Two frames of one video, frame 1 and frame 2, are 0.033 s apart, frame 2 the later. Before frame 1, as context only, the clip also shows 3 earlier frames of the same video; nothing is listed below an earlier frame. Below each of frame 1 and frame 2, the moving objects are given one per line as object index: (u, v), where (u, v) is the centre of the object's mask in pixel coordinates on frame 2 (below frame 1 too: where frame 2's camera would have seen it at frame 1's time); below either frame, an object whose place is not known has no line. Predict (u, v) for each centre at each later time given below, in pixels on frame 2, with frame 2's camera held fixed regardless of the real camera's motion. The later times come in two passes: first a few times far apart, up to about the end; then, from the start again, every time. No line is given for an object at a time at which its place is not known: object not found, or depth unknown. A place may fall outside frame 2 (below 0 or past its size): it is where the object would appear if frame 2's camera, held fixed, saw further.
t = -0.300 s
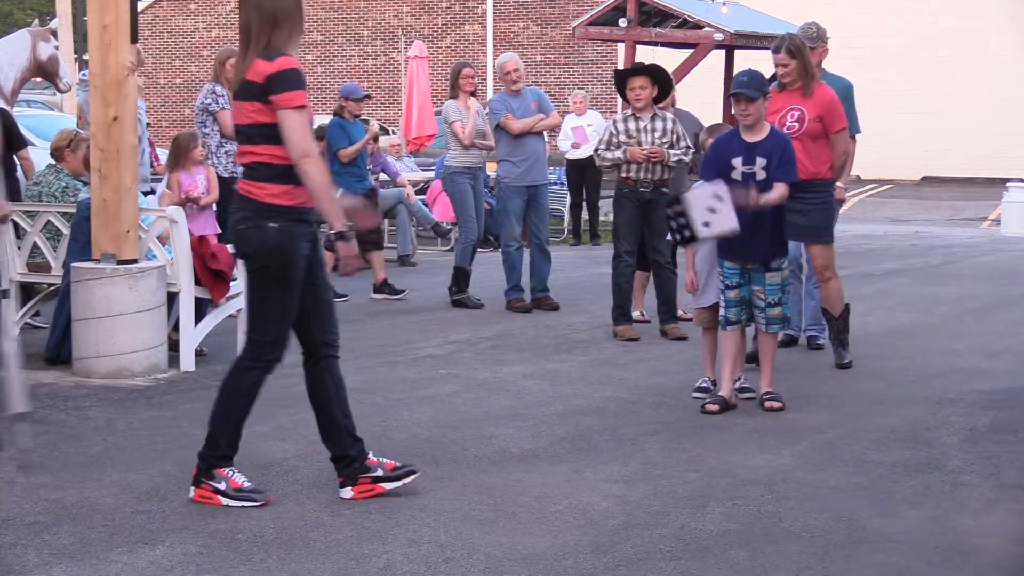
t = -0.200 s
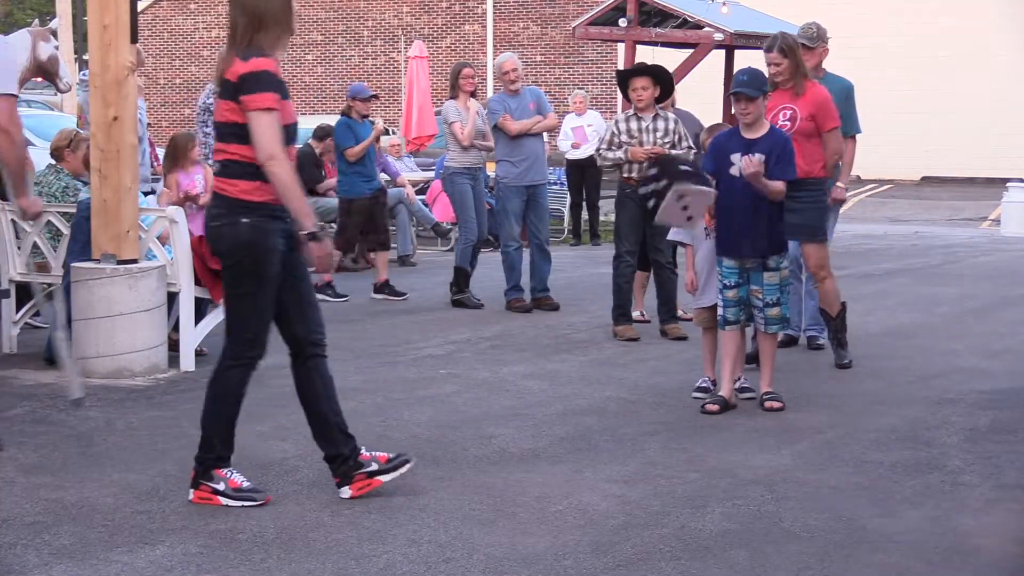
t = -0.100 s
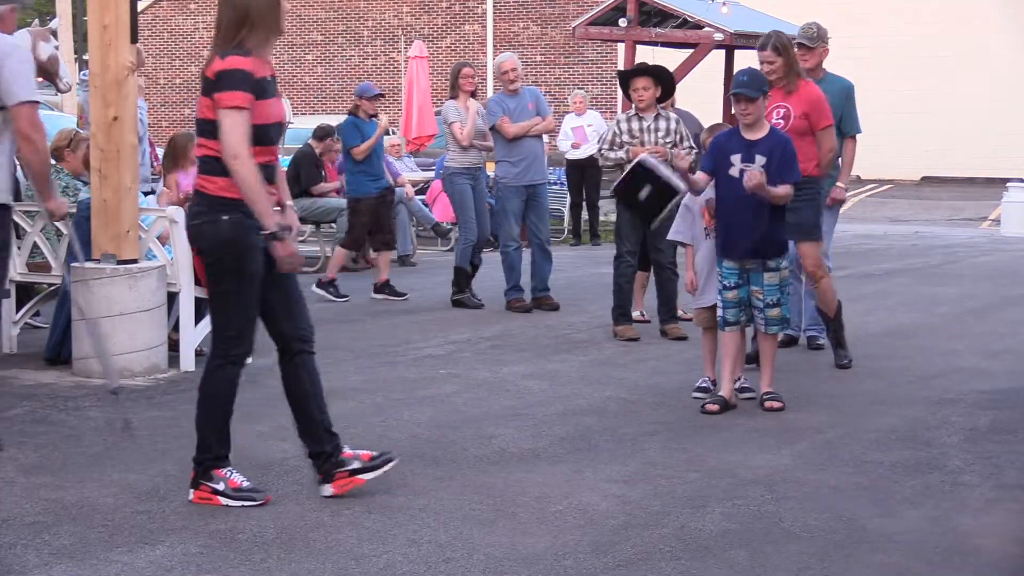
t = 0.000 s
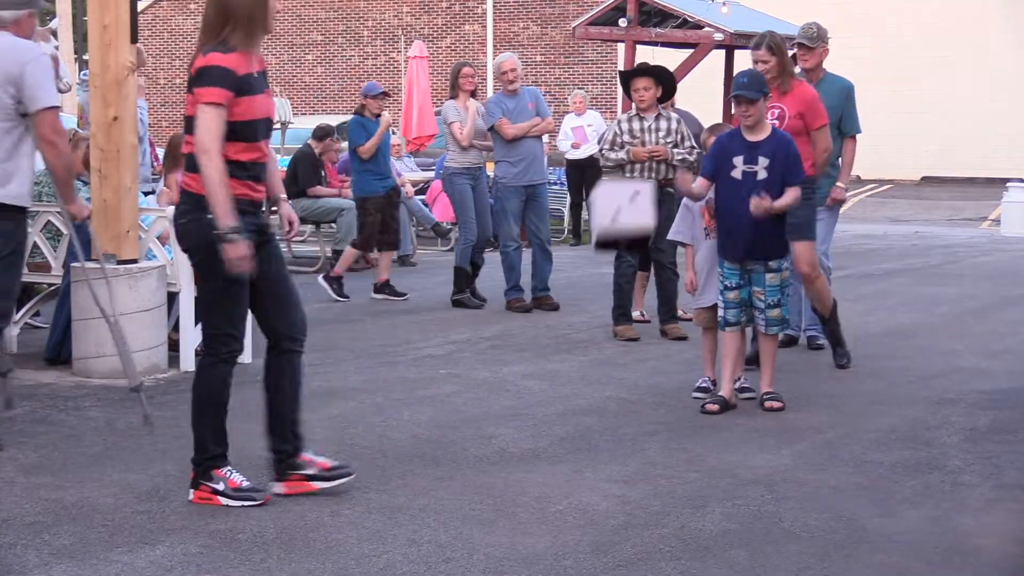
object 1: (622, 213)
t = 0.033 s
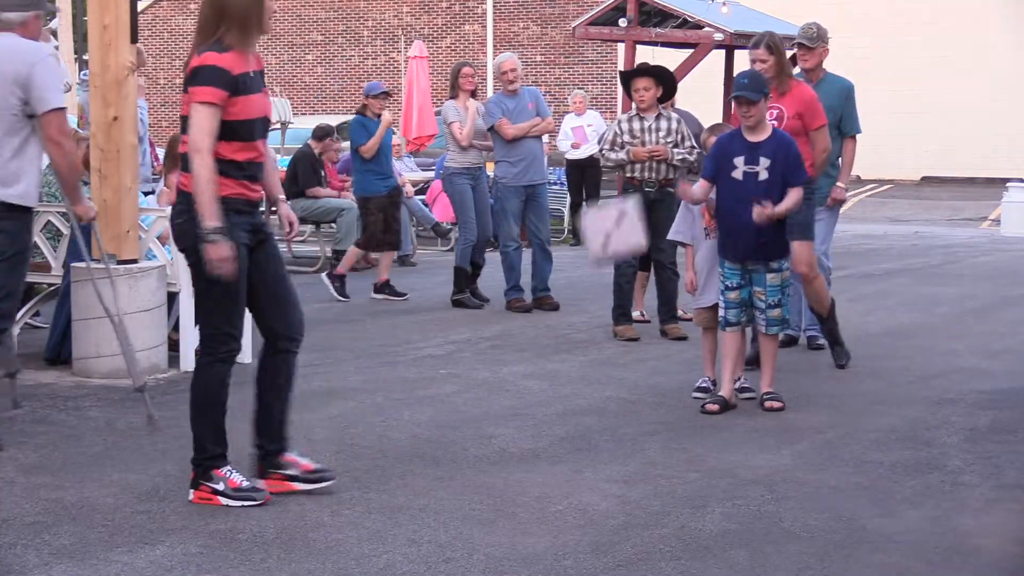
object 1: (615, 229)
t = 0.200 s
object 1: (574, 345)
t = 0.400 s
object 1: (523, 412)
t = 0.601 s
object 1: (474, 403)
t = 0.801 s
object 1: (432, 454)
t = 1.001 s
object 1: (405, 462)
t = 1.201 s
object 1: (381, 466)
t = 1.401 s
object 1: (344, 487)
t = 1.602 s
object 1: (316, 476)
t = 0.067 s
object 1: (607, 250)
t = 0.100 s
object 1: (597, 267)
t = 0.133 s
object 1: (590, 287)
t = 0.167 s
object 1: (581, 311)
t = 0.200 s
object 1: (574, 345)
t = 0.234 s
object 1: (564, 371)
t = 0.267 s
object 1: (554, 415)
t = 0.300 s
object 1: (547, 441)
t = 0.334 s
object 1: (541, 440)
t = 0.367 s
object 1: (532, 423)
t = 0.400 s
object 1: (523, 412)
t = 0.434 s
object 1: (516, 404)
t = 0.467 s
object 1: (508, 399)
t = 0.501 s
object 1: (500, 397)
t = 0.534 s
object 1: (492, 397)
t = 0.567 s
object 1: (482, 398)
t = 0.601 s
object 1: (474, 403)
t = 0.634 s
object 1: (467, 412)
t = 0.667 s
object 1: (459, 423)
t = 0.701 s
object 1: (451, 437)
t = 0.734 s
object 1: (445, 454)
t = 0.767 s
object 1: (439, 457)
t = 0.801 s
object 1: (432, 454)
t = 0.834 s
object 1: (427, 456)
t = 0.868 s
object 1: (420, 459)
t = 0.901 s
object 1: (415, 463)
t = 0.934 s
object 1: (411, 461)
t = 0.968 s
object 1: (409, 460)
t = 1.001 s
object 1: (405, 462)
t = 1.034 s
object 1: (403, 465)
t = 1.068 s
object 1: (400, 469)
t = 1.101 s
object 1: (395, 469)
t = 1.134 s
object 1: (389, 466)
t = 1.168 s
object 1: (386, 465)
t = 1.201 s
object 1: (381, 466)
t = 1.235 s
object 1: (376, 468)
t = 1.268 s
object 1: (370, 469)
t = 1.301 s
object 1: (364, 472)
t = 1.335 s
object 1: (357, 478)
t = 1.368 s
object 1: (352, 484)
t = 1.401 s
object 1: (344, 487)
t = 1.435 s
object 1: (337, 484)
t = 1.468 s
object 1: (331, 480)
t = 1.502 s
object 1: (327, 477)
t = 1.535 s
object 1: (322, 476)
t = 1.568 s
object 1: (319, 476)
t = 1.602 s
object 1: (316, 476)
